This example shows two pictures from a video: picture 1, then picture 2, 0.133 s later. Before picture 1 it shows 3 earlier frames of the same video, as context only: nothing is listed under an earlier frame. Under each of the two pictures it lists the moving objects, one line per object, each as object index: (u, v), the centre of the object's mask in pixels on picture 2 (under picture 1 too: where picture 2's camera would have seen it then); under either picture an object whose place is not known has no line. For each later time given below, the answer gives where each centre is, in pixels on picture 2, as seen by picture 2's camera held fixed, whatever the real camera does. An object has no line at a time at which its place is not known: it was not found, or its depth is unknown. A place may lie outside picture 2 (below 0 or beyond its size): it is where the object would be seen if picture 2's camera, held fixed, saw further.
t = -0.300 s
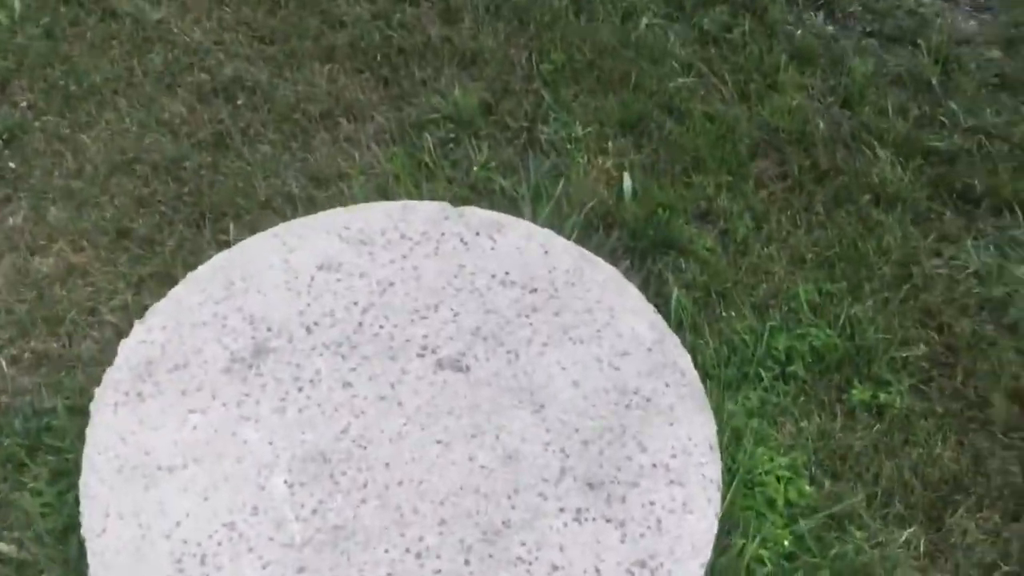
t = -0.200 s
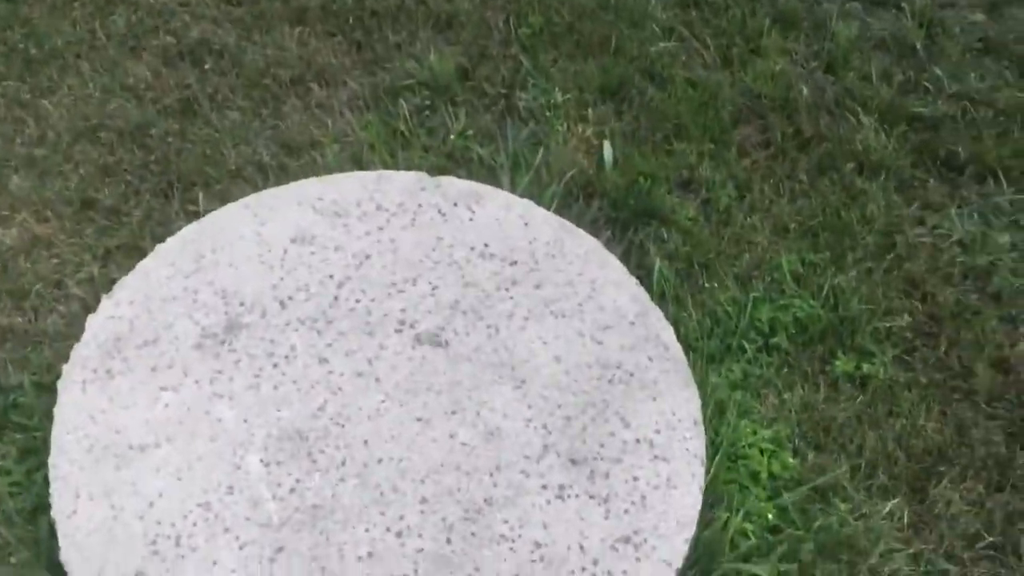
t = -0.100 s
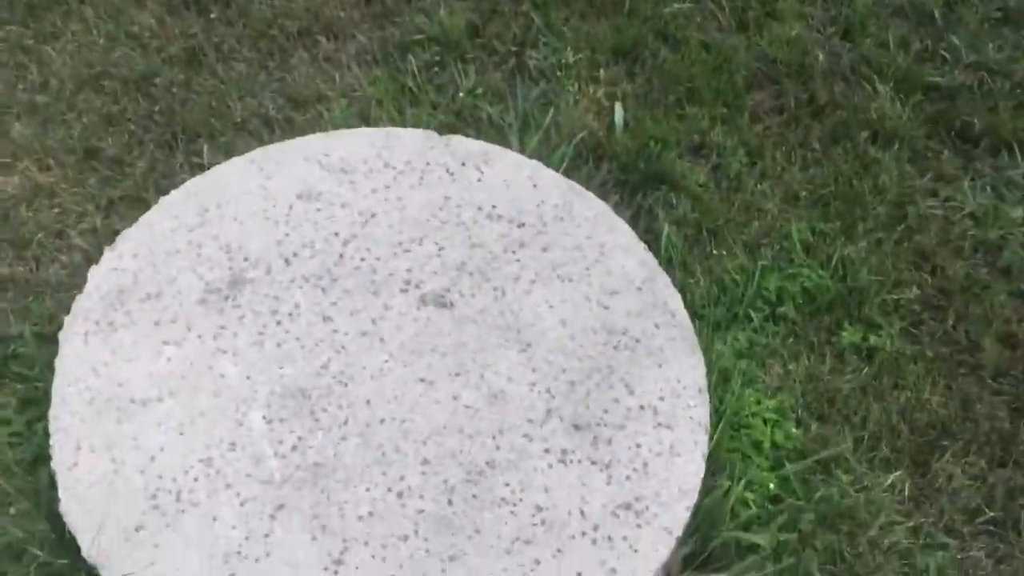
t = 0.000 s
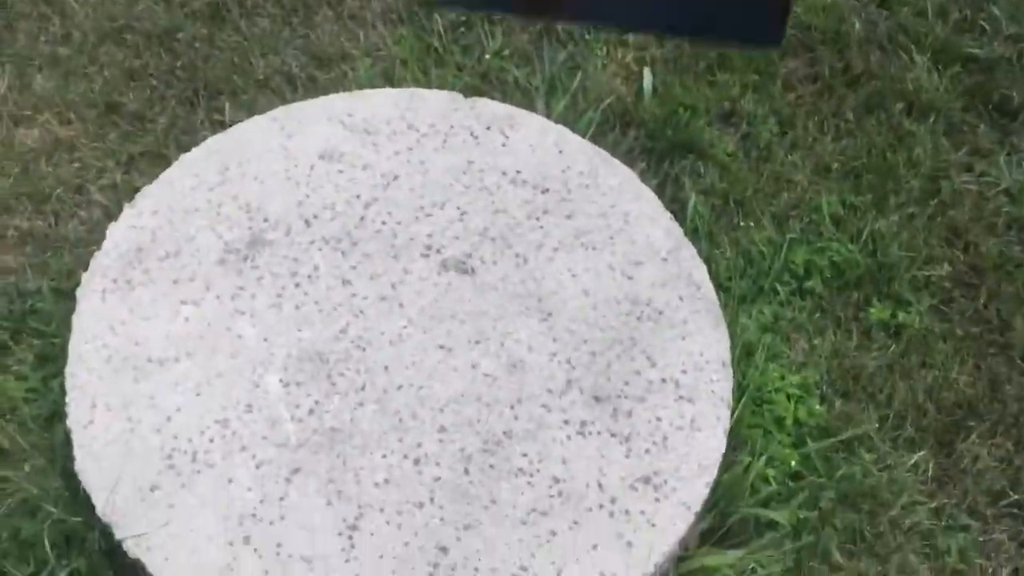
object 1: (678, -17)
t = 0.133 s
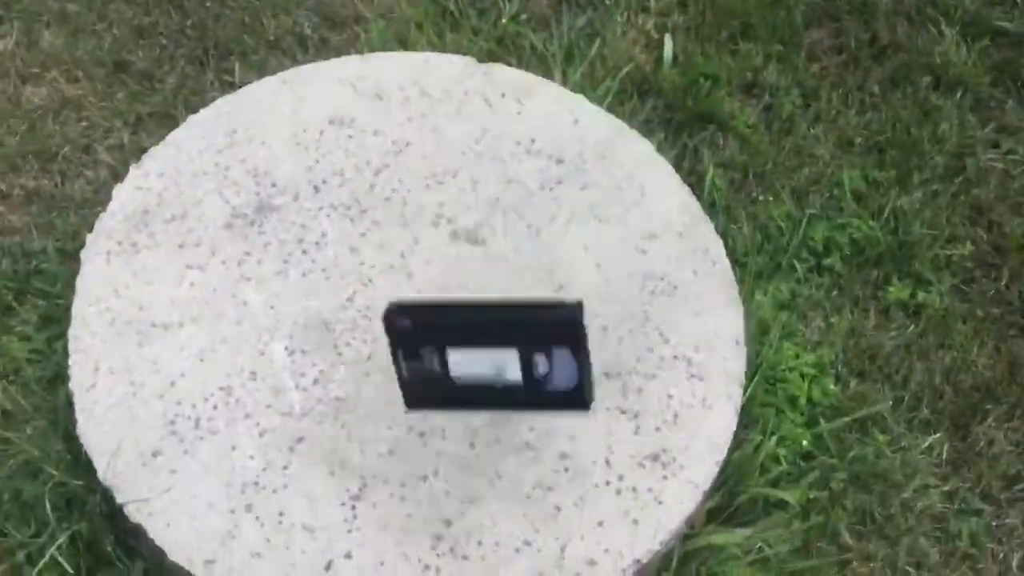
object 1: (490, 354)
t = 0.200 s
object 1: (519, 384)
